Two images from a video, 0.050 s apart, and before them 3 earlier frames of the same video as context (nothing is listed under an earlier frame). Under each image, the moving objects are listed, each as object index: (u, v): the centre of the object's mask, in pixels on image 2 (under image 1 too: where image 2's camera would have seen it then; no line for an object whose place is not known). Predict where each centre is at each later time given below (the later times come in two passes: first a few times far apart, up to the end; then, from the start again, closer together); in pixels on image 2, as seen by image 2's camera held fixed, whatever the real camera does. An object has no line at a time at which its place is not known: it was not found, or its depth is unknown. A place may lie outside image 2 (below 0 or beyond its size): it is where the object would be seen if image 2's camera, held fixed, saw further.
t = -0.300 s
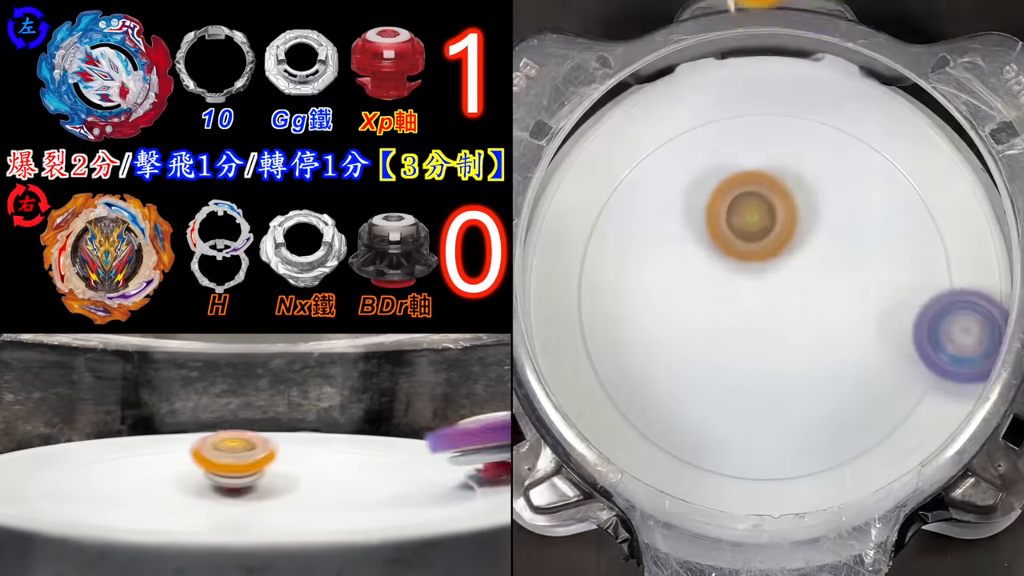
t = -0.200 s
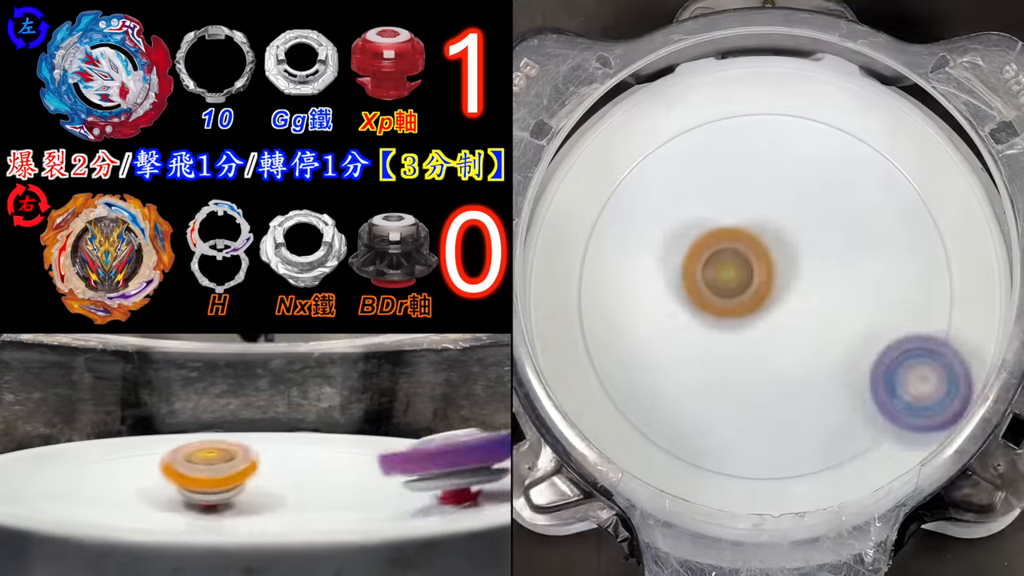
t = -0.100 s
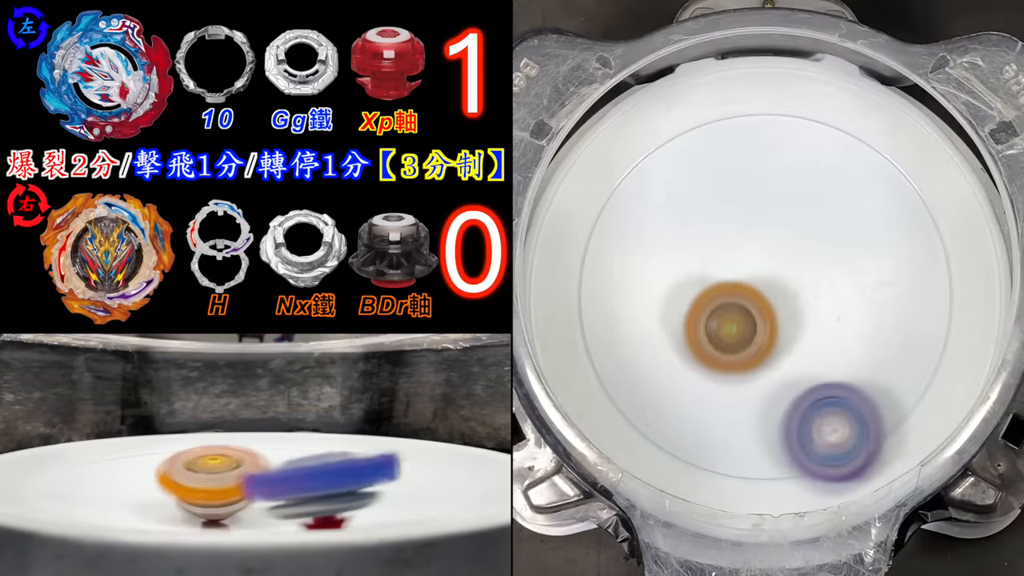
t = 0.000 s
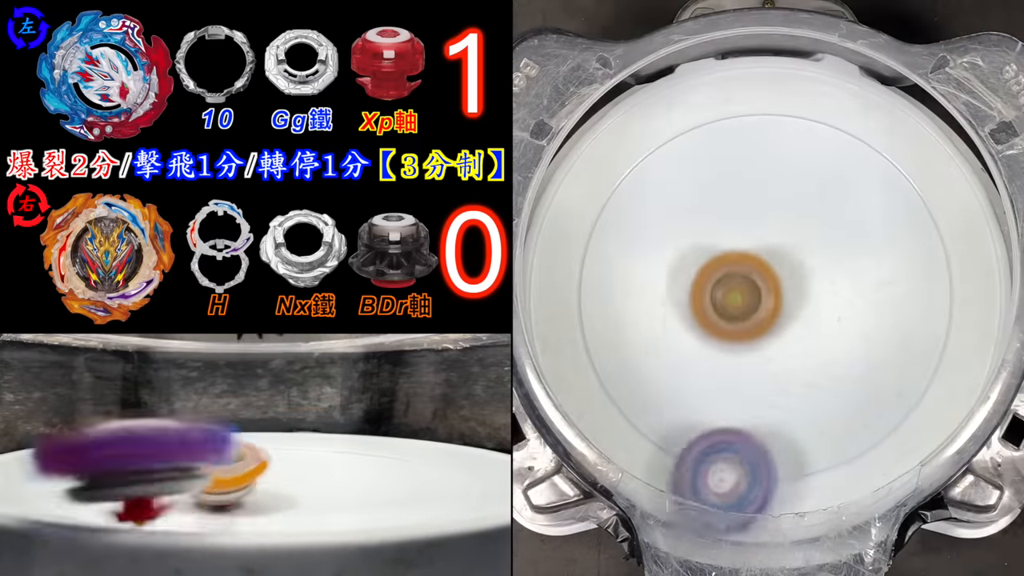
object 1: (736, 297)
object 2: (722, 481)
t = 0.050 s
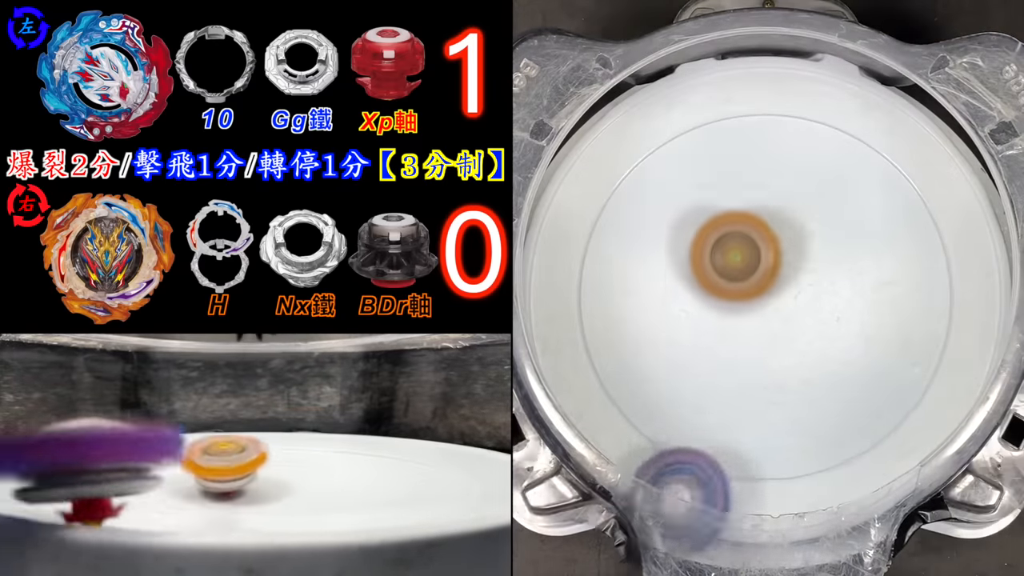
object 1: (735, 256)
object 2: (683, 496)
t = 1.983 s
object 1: (834, 342)
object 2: (953, 327)
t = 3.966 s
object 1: (749, 349)
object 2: (710, 173)
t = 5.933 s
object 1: (838, 210)
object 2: (694, 203)
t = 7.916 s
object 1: (620, 210)
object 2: (784, 273)
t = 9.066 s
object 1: (726, 250)
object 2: (824, 178)
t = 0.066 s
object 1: (736, 244)
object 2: (684, 488)
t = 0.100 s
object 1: (739, 220)
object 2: (690, 453)
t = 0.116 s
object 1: (741, 210)
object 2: (693, 437)
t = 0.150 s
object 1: (746, 191)
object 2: (702, 391)
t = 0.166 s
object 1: (749, 184)
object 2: (707, 364)
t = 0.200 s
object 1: (756, 171)
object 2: (723, 308)
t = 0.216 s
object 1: (760, 167)
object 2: (734, 279)
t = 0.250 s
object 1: (767, 152)
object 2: (763, 234)
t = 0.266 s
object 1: (772, 131)
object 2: (779, 225)
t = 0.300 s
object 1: (781, 94)
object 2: (812, 212)
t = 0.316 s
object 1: (784, 83)
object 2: (829, 207)
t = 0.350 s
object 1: (786, 102)
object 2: (866, 198)
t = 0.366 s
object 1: (786, 113)
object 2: (886, 196)
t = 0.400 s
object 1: (786, 139)
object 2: (922, 195)
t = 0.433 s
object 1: (785, 168)
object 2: (945, 205)
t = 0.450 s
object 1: (784, 184)
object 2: (955, 213)
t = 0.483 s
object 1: (781, 217)
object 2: (969, 230)
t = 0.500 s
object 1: (780, 234)
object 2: (976, 239)
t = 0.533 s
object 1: (778, 268)
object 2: (969, 248)
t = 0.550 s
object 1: (779, 284)
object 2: (961, 250)
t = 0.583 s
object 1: (779, 316)
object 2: (937, 258)
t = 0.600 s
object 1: (780, 332)
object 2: (924, 263)
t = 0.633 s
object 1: (783, 361)
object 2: (900, 273)
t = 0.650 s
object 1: (785, 374)
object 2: (887, 280)
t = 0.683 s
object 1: (789, 396)
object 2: (864, 293)
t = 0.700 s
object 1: (791, 405)
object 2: (853, 300)
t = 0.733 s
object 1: (794, 421)
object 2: (835, 312)
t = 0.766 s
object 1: (797, 431)
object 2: (821, 321)
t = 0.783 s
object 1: (798, 434)
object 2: (815, 324)
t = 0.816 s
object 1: (799, 437)
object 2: (805, 324)
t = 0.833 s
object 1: (800, 436)
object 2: (802, 322)
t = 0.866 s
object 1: (801, 431)
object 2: (796, 313)
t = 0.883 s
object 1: (801, 427)
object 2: (795, 306)
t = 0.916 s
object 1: (800, 415)
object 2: (795, 290)
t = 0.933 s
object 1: (799, 408)
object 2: (797, 280)
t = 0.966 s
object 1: (797, 391)
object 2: (805, 260)
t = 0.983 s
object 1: (795, 382)
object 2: (812, 251)
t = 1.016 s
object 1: (791, 362)
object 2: (828, 233)
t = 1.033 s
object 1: (789, 351)
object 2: (837, 226)
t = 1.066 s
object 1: (785, 330)
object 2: (858, 215)
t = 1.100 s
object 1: (782, 308)
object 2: (882, 209)
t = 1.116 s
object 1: (780, 298)
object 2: (894, 209)
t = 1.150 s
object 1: (778, 278)
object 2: (920, 213)
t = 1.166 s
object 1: (777, 269)
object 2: (929, 219)
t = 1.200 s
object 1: (776, 251)
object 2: (941, 234)
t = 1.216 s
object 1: (776, 244)
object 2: (942, 246)
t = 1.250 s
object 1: (776, 230)
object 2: (940, 272)
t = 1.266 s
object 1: (775, 225)
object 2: (937, 286)
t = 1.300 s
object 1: (776, 215)
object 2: (930, 319)
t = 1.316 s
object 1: (776, 212)
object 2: (925, 336)
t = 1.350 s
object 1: (776, 208)
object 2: (905, 374)
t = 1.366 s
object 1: (776, 208)
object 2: (890, 392)
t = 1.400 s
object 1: (775, 210)
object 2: (855, 423)
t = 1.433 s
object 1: (774, 215)
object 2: (812, 443)
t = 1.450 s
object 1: (773, 219)
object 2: (787, 449)
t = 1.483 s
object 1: (772, 230)
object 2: (736, 451)
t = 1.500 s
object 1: (771, 236)
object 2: (710, 447)
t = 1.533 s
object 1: (770, 251)
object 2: (658, 427)
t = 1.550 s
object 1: (770, 258)
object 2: (634, 412)
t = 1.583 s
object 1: (771, 275)
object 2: (599, 368)
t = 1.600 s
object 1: (772, 284)
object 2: (584, 344)
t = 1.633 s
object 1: (775, 301)
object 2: (563, 293)
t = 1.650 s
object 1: (777, 309)
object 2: (563, 266)
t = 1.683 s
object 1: (782, 324)
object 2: (578, 201)
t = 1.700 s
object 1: (785, 331)
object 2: (590, 175)
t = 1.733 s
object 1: (793, 344)
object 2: (623, 119)
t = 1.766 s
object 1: (800, 354)
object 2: (666, 133)
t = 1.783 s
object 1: (804, 358)
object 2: (690, 148)
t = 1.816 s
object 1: (811, 363)
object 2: (737, 180)
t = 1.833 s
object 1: (815, 365)
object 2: (764, 193)
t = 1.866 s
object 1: (821, 366)
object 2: (815, 217)
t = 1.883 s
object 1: (824, 364)
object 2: (841, 228)
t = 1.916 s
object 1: (829, 360)
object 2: (892, 256)
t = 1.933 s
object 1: (831, 356)
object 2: (913, 273)
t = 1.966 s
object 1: (833, 347)
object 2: (947, 309)
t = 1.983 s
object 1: (834, 342)
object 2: (953, 327)
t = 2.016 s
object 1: (835, 330)
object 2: (952, 363)
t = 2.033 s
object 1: (835, 324)
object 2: (937, 380)
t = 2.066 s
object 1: (834, 309)
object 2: (900, 413)
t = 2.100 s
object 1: (832, 296)
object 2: (854, 443)
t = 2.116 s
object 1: (830, 288)
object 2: (830, 454)
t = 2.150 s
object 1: (826, 275)
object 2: (775, 466)
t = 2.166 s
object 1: (824, 269)
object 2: (743, 466)
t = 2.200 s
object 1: (818, 258)
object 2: (684, 454)
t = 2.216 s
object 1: (815, 254)
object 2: (657, 444)
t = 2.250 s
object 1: (808, 248)
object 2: (610, 409)
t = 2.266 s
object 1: (803, 246)
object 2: (597, 386)
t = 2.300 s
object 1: (793, 245)
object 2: (575, 325)
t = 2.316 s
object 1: (788, 246)
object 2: (570, 295)
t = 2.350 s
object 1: (776, 249)
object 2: (572, 230)
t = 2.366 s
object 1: (770, 252)
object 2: (578, 197)
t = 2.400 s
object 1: (757, 260)
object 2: (601, 140)
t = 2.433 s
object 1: (745, 271)
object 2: (634, 119)
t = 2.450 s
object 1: (739, 277)
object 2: (651, 132)
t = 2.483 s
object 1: (730, 289)
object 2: (693, 162)
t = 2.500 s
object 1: (725, 295)
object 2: (712, 172)
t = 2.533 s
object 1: (718, 306)
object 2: (755, 197)
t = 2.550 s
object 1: (715, 312)
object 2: (776, 206)
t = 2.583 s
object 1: (712, 324)
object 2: (817, 227)
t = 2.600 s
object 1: (711, 329)
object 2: (836, 238)
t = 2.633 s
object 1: (712, 339)
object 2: (866, 265)
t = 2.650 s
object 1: (713, 343)
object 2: (879, 281)
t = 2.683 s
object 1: (718, 352)
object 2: (897, 314)
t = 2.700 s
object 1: (721, 356)
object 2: (902, 332)
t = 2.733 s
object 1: (729, 363)
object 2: (905, 367)
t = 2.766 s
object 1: (739, 369)
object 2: (898, 403)
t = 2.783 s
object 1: (744, 371)
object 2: (889, 418)
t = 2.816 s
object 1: (756, 374)
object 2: (856, 439)
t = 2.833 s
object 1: (763, 376)
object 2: (837, 448)
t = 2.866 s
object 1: (754, 353)
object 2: (812, 471)
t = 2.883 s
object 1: (748, 340)
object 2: (803, 490)
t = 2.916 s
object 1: (738, 314)
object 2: (778, 514)
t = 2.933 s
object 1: (734, 301)
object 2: (762, 521)
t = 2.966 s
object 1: (725, 277)
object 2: (728, 520)
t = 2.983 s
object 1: (721, 266)
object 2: (712, 518)
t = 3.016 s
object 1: (715, 246)
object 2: (687, 506)
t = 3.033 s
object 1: (713, 237)
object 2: (692, 475)
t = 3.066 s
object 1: (708, 220)
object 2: (694, 451)
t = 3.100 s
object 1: (705, 209)
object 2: (698, 415)
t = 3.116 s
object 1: (704, 204)
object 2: (699, 395)
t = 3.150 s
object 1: (704, 199)
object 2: (699, 351)
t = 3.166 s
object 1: (704, 198)
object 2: (700, 330)
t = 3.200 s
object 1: (705, 198)
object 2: (706, 290)
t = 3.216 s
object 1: (706, 189)
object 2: (712, 282)
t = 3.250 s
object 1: (710, 146)
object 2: (728, 294)
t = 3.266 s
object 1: (714, 127)
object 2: (738, 298)
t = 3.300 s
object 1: (727, 110)
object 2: (763, 306)
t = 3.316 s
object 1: (735, 112)
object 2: (776, 310)
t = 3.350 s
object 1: (752, 120)
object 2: (800, 322)
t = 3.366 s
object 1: (761, 128)
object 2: (811, 329)
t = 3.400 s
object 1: (777, 142)
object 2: (828, 346)
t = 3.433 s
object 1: (792, 162)
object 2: (841, 364)
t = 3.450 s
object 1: (800, 171)
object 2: (844, 374)
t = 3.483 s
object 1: (813, 192)
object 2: (848, 396)
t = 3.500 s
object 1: (818, 202)
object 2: (847, 406)
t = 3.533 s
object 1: (828, 224)
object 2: (840, 426)
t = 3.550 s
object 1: (832, 234)
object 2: (834, 435)
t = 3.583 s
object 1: (838, 255)
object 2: (818, 451)
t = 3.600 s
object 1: (840, 264)
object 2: (807, 457)
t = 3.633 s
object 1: (840, 284)
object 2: (780, 459)
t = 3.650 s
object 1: (839, 294)
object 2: (764, 457)
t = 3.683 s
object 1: (835, 310)
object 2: (730, 448)
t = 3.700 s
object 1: (831, 318)
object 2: (714, 440)
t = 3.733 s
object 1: (822, 331)
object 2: (684, 416)
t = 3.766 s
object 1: (811, 341)
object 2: (662, 385)
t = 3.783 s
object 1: (805, 346)
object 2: (653, 367)
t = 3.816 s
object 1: (793, 351)
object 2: (643, 329)
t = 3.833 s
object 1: (787, 353)
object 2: (642, 309)
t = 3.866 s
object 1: (776, 354)
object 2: (646, 270)
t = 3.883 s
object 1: (770, 354)
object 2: (652, 252)
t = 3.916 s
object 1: (761, 353)
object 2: (671, 216)
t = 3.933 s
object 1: (757, 352)
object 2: (682, 200)
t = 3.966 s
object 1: (749, 349)
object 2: (710, 173)
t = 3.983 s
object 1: (746, 347)
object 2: (727, 161)
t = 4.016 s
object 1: (741, 343)
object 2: (765, 144)
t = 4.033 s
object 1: (739, 341)
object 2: (786, 138)
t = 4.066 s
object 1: (735, 336)
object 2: (830, 134)
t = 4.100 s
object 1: (733, 332)
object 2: (871, 147)
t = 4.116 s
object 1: (732, 330)
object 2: (888, 161)
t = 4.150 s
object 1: (731, 326)
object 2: (922, 192)
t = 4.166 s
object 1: (731, 324)
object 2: (937, 209)
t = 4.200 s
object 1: (732, 320)
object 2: (966, 243)
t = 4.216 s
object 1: (732, 319)
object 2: (973, 259)
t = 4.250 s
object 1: (734, 316)
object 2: (958, 289)
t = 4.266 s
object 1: (735, 315)
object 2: (942, 304)
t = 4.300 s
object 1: (737, 313)
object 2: (912, 334)
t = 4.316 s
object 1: (739, 312)
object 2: (897, 348)
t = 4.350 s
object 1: (742, 310)
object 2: (866, 372)
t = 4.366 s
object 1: (745, 309)
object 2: (848, 382)
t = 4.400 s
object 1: (750, 308)
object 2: (810, 395)
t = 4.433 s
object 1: (751, 288)
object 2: (774, 418)
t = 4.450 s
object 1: (748, 266)
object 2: (758, 438)
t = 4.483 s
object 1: (743, 225)
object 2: (726, 464)
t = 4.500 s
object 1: (740, 206)
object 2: (709, 464)
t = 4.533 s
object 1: (735, 171)
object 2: (679, 460)
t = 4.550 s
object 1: (732, 157)
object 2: (666, 458)
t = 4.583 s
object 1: (727, 132)
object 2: (642, 434)
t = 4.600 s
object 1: (724, 124)
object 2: (633, 418)
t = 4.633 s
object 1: (721, 112)
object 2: (615, 379)
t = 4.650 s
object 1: (721, 117)
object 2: (608, 355)
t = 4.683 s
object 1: (722, 131)
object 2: (599, 313)
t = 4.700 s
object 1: (723, 141)
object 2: (598, 291)
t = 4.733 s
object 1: (725, 160)
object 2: (605, 253)
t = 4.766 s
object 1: (729, 180)
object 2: (617, 217)
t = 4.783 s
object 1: (731, 190)
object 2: (627, 199)
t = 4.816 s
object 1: (741, 212)
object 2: (646, 165)
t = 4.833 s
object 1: (751, 226)
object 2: (657, 149)
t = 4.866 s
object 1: (769, 252)
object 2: (688, 131)
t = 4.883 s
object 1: (777, 264)
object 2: (705, 125)
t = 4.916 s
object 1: (794, 288)
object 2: (744, 118)
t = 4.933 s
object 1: (800, 298)
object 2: (763, 115)
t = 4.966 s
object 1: (813, 319)
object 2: (803, 122)
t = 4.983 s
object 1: (818, 328)
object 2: (821, 126)
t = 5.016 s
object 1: (826, 345)
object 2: (853, 144)
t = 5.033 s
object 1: (829, 352)
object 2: (869, 154)
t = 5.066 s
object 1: (834, 361)
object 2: (896, 178)
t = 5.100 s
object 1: (836, 368)
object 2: (914, 208)
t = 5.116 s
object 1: (836, 369)
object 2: (921, 225)
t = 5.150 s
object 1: (836, 369)
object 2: (930, 257)
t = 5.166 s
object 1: (835, 367)
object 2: (930, 276)
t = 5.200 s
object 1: (831, 362)
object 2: (926, 313)
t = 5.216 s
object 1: (826, 360)
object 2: (923, 327)
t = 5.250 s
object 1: (800, 362)
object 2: (928, 348)
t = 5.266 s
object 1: (787, 363)
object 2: (926, 359)
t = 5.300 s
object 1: (764, 360)
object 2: (913, 381)
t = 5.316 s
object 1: (752, 358)
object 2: (903, 390)
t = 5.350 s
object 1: (732, 352)
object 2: (879, 409)
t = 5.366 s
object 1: (723, 348)
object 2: (865, 418)
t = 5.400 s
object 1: (707, 340)
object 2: (833, 428)
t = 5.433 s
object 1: (696, 332)
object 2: (801, 432)
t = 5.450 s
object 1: (691, 327)
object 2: (784, 432)
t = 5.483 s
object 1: (685, 319)
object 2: (750, 423)
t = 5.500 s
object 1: (683, 315)
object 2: (735, 416)
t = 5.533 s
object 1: (681, 303)
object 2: (708, 404)
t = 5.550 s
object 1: (677, 279)
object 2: (699, 409)
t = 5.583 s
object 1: (669, 231)
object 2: (685, 417)
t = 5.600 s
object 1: (667, 209)
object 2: (679, 419)
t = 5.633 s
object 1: (664, 168)
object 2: (662, 415)
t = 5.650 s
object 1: (664, 150)
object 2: (656, 409)
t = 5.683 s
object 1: (678, 133)
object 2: (642, 394)
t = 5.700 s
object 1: (689, 131)
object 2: (635, 383)
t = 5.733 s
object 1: (710, 132)
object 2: (625, 356)
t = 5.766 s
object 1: (731, 135)
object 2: (619, 328)
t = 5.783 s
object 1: (743, 139)
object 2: (618, 312)
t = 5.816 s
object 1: (764, 150)
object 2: (626, 282)
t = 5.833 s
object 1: (775, 158)
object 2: (630, 270)
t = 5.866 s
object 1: (797, 174)
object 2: (646, 241)
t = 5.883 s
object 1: (807, 182)
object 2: (658, 230)
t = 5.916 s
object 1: (828, 200)
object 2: (679, 212)
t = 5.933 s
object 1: (838, 210)
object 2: (694, 203)
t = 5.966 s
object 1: (857, 230)
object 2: (724, 192)
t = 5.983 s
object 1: (866, 241)
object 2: (737, 189)
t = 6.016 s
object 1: (881, 263)
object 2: (769, 185)
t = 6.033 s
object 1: (887, 274)
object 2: (785, 187)
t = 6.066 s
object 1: (898, 296)
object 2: (812, 193)
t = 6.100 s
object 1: (905, 316)
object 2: (841, 205)
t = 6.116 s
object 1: (908, 325)
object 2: (853, 214)
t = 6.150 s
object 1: (912, 344)
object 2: (875, 232)
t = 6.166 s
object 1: (913, 352)
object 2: (887, 244)
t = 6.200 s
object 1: (912, 367)
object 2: (902, 270)
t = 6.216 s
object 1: (911, 387)
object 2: (907, 274)
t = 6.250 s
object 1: (902, 427)
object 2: (913, 278)
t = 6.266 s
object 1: (894, 441)
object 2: (914, 281)
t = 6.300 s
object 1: (871, 457)
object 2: (916, 291)
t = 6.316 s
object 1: (855, 457)
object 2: (916, 299)
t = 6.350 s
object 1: (827, 459)
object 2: (912, 315)
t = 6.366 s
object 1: (812, 457)
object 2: (910, 324)
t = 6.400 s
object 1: (783, 447)
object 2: (900, 347)
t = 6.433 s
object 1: (756, 433)
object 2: (885, 367)
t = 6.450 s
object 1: (744, 425)
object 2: (874, 378)
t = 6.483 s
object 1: (723, 405)
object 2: (850, 390)
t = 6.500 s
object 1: (714, 394)
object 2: (836, 395)
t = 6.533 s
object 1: (700, 372)
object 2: (806, 397)
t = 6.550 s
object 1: (694, 361)
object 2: (793, 395)
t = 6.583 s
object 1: (676, 330)
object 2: (775, 394)
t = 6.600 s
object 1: (649, 300)
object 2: (785, 403)
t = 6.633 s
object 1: (597, 240)
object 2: (799, 422)
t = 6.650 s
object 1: (578, 212)
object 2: (804, 428)
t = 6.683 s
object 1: (567, 164)
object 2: (810, 436)
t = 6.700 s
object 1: (566, 148)
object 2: (809, 440)
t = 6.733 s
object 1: (584, 139)
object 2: (805, 442)
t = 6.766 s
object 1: (607, 131)
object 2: (795, 444)
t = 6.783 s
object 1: (619, 127)
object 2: (788, 442)
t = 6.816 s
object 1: (650, 125)
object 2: (773, 437)
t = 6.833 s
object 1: (668, 126)
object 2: (763, 432)
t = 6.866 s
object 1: (705, 131)
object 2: (747, 417)
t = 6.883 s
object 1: (723, 136)
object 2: (738, 408)
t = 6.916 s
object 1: (760, 146)
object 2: (730, 383)
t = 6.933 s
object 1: (778, 152)
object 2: (726, 371)
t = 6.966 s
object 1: (814, 169)
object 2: (726, 344)
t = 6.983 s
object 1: (830, 179)
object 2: (728, 333)
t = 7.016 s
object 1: (861, 200)
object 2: (733, 308)
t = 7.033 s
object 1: (876, 212)
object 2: (740, 296)
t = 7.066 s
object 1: (903, 238)
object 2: (752, 275)
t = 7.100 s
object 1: (925, 267)
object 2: (771, 259)
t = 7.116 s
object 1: (930, 281)
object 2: (780, 251)
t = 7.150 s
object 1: (934, 311)
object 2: (803, 239)
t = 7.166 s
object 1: (932, 325)
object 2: (814, 236)
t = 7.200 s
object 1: (925, 353)
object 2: (840, 231)
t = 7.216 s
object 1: (920, 365)
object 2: (851, 232)
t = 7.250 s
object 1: (907, 388)
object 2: (876, 234)
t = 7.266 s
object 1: (900, 396)
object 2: (889, 238)
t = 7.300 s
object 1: (885, 412)
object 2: (910, 247)
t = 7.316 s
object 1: (876, 417)
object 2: (922, 254)
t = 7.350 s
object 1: (859, 424)
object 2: (939, 270)
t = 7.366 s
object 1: (850, 426)
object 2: (946, 280)
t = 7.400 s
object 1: (832, 425)
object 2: (943, 305)
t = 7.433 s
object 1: (815, 421)
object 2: (932, 333)
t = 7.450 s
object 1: (807, 416)
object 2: (924, 345)
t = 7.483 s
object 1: (793, 406)
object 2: (907, 368)
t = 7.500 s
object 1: (786, 399)
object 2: (895, 375)
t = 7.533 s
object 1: (772, 386)
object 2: (875, 386)
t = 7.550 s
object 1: (751, 373)
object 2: (878, 393)
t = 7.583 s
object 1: (712, 349)
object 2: (882, 402)
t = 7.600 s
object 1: (694, 335)
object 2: (880, 406)
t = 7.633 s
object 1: (662, 309)
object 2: (870, 410)
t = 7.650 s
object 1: (647, 294)
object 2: (864, 413)
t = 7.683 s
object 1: (623, 269)
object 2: (845, 411)
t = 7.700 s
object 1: (612, 257)
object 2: (836, 407)
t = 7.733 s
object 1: (597, 237)
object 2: (817, 394)
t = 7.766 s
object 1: (592, 223)
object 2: (802, 377)
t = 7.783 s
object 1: (592, 217)
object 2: (796, 366)
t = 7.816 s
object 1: (594, 209)
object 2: (787, 344)
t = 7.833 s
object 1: (596, 206)
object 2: (783, 331)
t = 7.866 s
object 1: (602, 205)
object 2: (781, 308)
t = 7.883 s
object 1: (607, 206)
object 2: (780, 296)
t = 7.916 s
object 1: (620, 210)
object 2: (784, 273)
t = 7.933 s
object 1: (628, 214)
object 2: (786, 263)
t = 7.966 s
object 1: (646, 221)
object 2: (797, 242)
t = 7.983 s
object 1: (657, 225)
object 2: (802, 234)
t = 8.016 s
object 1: (682, 232)
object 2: (819, 218)
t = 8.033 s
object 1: (695, 237)
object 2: (826, 211)
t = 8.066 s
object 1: (722, 248)
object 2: (846, 200)
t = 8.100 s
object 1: (749, 263)
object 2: (865, 193)
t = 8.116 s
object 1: (762, 270)
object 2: (877, 191)
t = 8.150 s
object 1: (786, 288)
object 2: (896, 191)
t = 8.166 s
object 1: (796, 298)
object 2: (908, 192)
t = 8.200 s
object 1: (816, 318)
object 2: (923, 202)
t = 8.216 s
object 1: (824, 328)
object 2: (928, 211)
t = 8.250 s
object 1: (837, 347)
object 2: (933, 235)
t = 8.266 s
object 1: (841, 357)
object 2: (935, 246)
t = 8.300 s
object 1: (847, 374)
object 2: (932, 271)
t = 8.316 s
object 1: (848, 381)
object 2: (930, 282)
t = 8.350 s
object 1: (847, 394)
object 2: (915, 303)
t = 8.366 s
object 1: (846, 398)
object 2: (908, 311)
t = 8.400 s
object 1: (840, 410)
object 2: (886, 321)
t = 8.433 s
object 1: (827, 438)
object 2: (868, 318)
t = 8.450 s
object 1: (819, 449)
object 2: (856, 316)
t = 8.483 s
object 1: (801, 455)
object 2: (831, 315)
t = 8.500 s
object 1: (789, 453)
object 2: (820, 310)
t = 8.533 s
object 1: (770, 446)
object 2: (796, 304)
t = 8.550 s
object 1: (762, 440)
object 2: (786, 298)
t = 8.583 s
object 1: (746, 427)
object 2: (764, 285)
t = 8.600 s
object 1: (740, 419)
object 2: (757, 277)
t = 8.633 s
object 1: (730, 402)
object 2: (739, 259)
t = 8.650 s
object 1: (726, 393)
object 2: (734, 251)
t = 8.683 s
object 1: (720, 375)
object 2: (722, 230)
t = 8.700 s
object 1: (718, 366)
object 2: (718, 221)
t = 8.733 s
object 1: (716, 349)
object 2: (713, 199)
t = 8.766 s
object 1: (715, 332)
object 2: (710, 177)
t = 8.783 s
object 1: (716, 324)
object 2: (712, 168)
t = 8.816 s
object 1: (717, 309)
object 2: (716, 147)
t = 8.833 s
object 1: (718, 302)
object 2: (719, 139)
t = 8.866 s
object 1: (721, 289)
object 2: (730, 122)
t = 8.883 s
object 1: (722, 283)
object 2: (736, 117)
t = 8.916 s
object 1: (725, 273)
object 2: (756, 118)
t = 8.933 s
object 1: (726, 268)
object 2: (766, 121)
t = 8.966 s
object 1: (726, 261)
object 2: (787, 130)
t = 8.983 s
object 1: (726, 258)
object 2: (796, 134)
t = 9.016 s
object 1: (725, 253)
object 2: (812, 148)
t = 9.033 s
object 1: (725, 252)
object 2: (818, 157)
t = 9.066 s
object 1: (726, 250)
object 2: (824, 178)
